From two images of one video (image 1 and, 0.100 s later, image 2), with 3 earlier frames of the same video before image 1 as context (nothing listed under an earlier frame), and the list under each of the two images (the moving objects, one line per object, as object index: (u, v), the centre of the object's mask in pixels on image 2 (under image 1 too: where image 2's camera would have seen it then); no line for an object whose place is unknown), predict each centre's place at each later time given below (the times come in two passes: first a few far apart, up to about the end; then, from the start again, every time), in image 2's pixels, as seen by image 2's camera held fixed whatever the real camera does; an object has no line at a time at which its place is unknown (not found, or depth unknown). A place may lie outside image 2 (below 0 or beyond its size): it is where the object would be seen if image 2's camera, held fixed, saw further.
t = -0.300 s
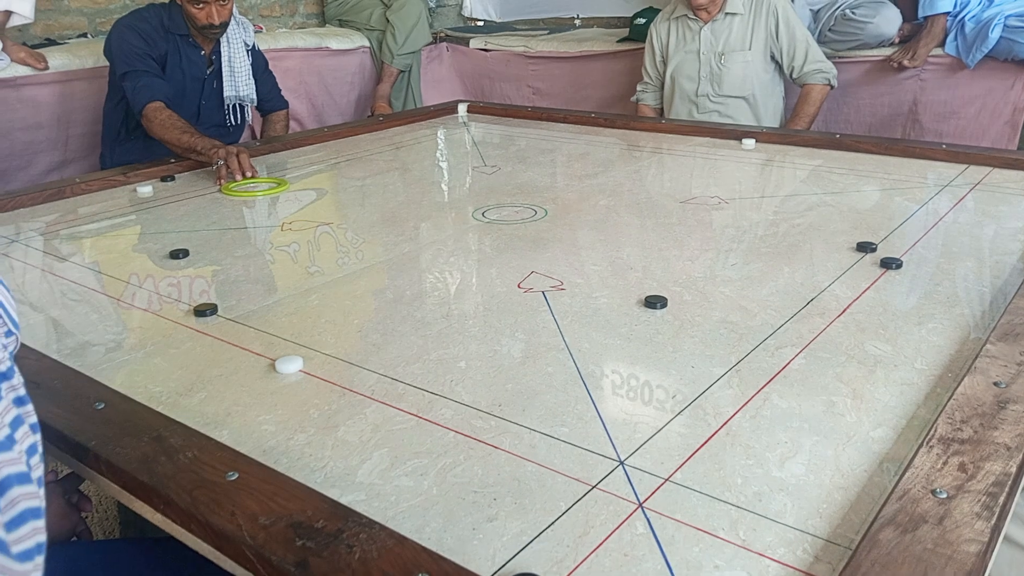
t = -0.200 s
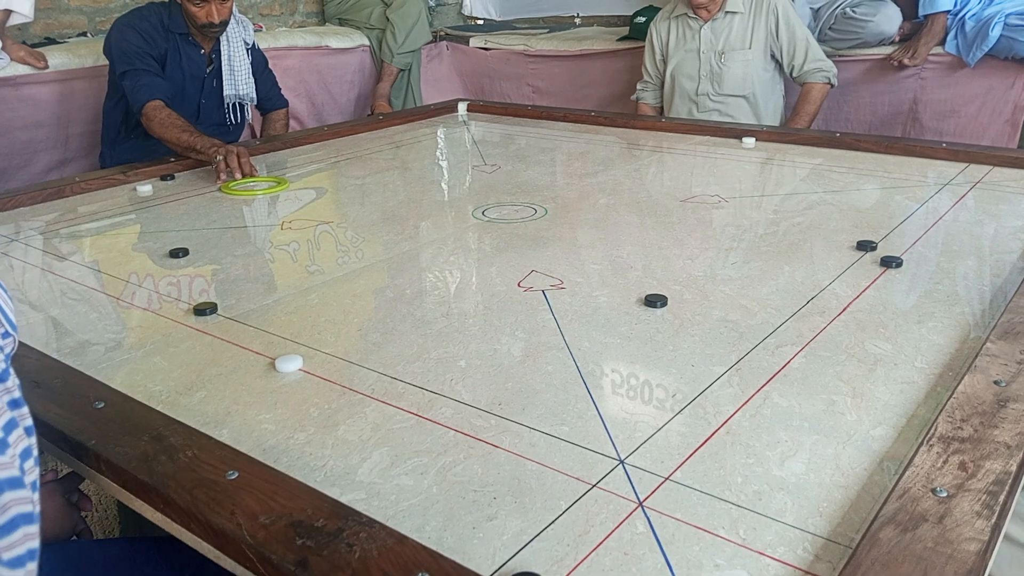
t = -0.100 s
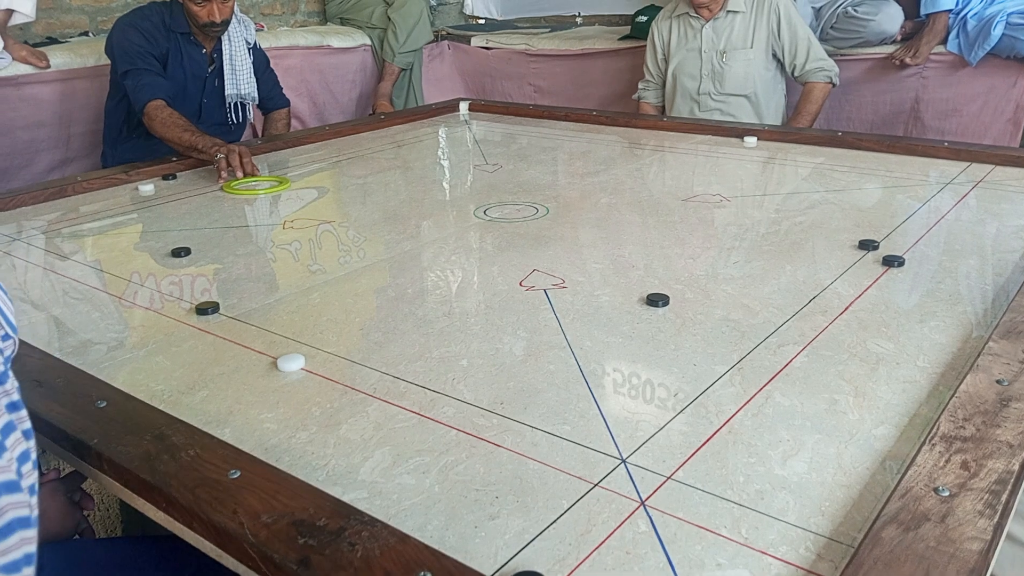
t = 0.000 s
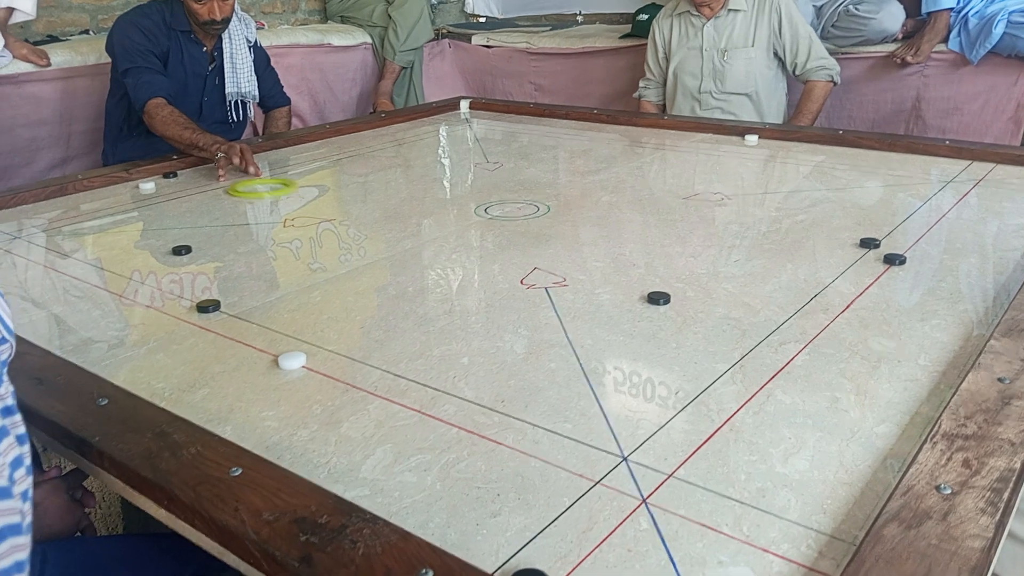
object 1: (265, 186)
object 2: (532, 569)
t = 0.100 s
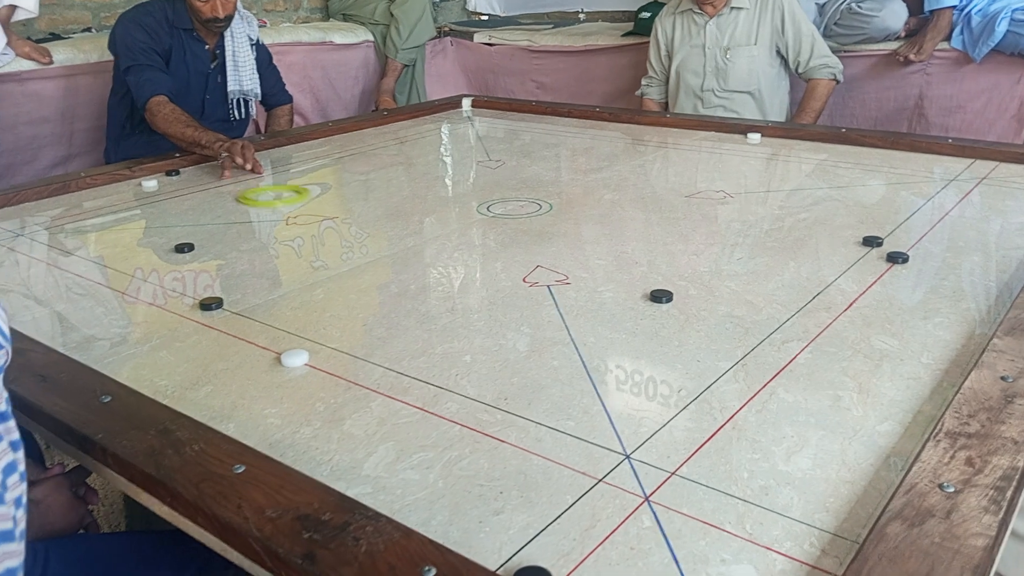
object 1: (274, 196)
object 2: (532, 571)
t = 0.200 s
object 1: (284, 207)
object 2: (532, 571)
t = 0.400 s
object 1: (308, 231)
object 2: (532, 574)
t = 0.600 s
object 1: (338, 261)
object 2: (532, 572)
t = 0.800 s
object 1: (374, 296)
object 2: (532, 573)
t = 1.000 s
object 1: (417, 341)
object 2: (532, 573)
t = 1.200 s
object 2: (532, 573)
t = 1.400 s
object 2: (532, 571)
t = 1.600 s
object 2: (537, 569)
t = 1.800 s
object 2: (568, 557)
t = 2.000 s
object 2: (594, 539)
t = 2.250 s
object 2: (617, 520)
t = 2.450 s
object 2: (633, 509)
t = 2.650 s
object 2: (646, 500)
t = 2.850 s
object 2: (655, 494)
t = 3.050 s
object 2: (658, 492)
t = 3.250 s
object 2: (659, 490)
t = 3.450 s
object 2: (658, 489)
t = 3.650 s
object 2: (659, 489)
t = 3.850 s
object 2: (658, 489)
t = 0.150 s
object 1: (278, 201)
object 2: (532, 571)
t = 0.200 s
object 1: (284, 207)
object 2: (532, 571)
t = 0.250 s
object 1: (290, 213)
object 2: (532, 571)
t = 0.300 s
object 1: (296, 219)
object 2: (532, 571)
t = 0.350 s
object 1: (302, 225)
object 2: (532, 572)
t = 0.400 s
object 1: (308, 231)
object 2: (532, 574)
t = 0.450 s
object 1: (315, 237)
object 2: (532, 574)
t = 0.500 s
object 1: (322, 245)
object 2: (532, 574)
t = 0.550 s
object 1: (330, 253)
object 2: (532, 573)
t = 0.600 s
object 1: (338, 261)
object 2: (532, 572)
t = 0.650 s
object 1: (346, 269)
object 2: (532, 572)
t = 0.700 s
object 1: (355, 277)
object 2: (532, 572)
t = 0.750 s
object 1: (364, 287)
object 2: (532, 572)
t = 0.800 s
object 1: (374, 296)
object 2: (532, 573)
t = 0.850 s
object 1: (384, 306)
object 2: (532, 573)
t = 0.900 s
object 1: (394, 317)
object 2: (532, 573)
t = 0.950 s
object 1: (406, 329)
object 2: (532, 573)
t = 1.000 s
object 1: (417, 341)
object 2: (532, 573)
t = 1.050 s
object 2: (532, 572)
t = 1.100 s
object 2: (532, 573)
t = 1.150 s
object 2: (532, 573)
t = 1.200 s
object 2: (532, 573)
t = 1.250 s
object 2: (532, 573)
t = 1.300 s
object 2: (532, 573)
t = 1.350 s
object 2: (532, 572)
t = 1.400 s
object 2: (532, 571)
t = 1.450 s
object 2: (532, 570)
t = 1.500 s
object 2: (532, 570)
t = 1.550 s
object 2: (529, 571)
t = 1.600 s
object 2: (537, 569)
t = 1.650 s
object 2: (543, 566)
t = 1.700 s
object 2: (551, 563)
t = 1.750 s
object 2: (561, 561)
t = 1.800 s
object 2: (568, 557)
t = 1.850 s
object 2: (575, 552)
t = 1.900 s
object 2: (582, 547)
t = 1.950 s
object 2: (588, 542)
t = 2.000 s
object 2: (594, 539)
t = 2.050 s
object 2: (599, 534)
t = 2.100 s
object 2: (604, 530)
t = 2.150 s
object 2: (609, 527)
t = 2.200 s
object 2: (613, 523)
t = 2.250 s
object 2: (617, 520)
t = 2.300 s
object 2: (621, 517)
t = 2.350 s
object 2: (625, 514)
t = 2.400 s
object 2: (629, 511)
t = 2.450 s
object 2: (633, 509)
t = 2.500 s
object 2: (637, 506)
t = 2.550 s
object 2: (640, 504)
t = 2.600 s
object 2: (643, 502)
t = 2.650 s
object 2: (646, 500)
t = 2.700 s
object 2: (650, 498)
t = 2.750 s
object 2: (652, 496)
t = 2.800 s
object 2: (654, 495)
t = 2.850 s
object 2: (655, 494)
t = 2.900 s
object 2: (656, 494)
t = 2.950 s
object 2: (658, 493)
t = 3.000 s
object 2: (658, 492)
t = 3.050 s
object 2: (658, 492)
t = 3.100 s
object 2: (658, 491)
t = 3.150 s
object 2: (658, 491)
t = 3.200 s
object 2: (659, 490)
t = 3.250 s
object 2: (659, 490)
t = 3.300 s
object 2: (658, 490)
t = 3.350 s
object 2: (658, 490)
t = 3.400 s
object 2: (658, 489)
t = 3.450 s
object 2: (658, 489)
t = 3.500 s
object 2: (658, 489)
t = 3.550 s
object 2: (658, 489)
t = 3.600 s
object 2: (658, 489)
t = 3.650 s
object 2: (659, 489)
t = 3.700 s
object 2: (658, 489)
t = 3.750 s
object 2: (658, 489)
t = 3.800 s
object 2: (658, 489)
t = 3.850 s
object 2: (658, 489)
